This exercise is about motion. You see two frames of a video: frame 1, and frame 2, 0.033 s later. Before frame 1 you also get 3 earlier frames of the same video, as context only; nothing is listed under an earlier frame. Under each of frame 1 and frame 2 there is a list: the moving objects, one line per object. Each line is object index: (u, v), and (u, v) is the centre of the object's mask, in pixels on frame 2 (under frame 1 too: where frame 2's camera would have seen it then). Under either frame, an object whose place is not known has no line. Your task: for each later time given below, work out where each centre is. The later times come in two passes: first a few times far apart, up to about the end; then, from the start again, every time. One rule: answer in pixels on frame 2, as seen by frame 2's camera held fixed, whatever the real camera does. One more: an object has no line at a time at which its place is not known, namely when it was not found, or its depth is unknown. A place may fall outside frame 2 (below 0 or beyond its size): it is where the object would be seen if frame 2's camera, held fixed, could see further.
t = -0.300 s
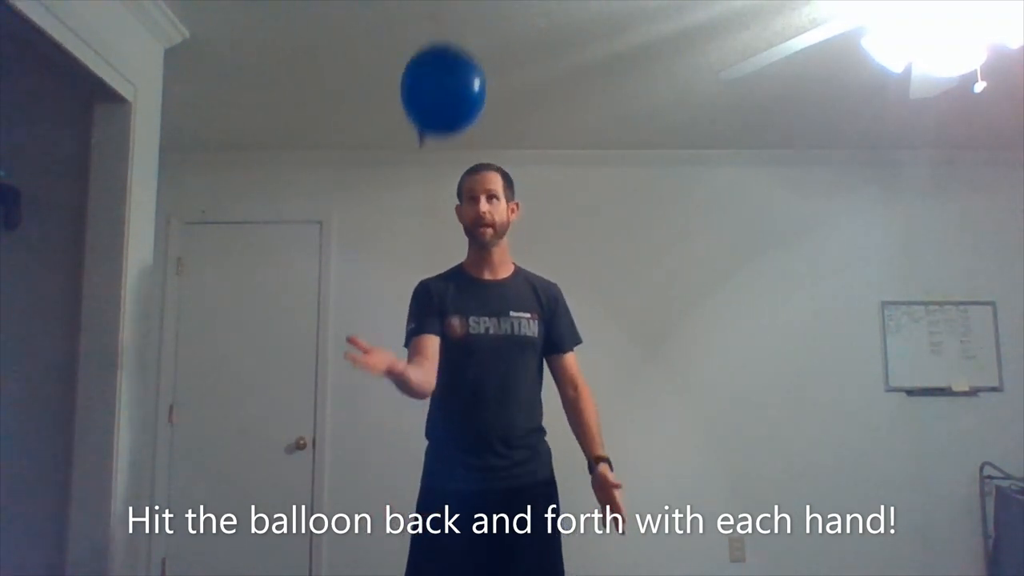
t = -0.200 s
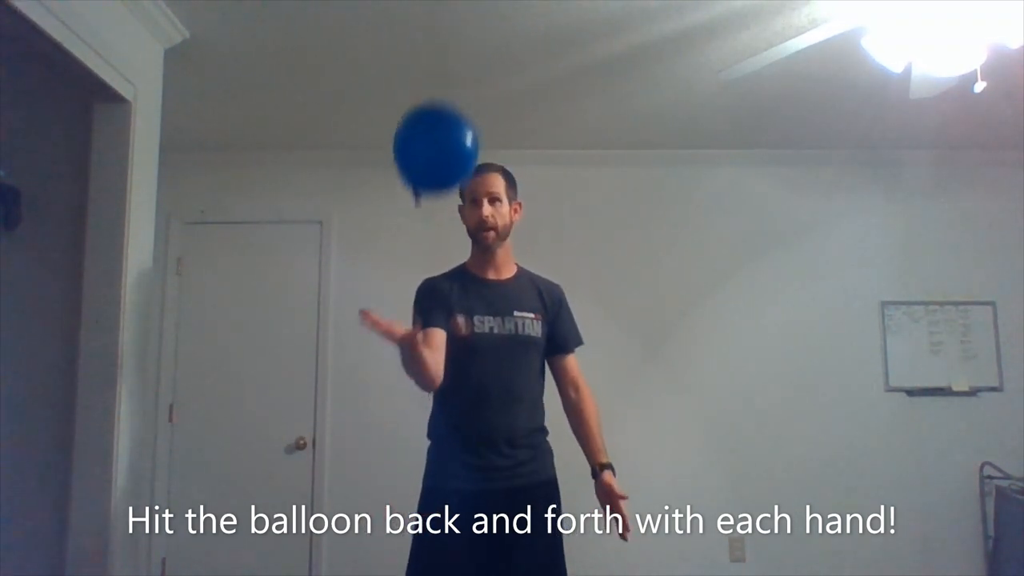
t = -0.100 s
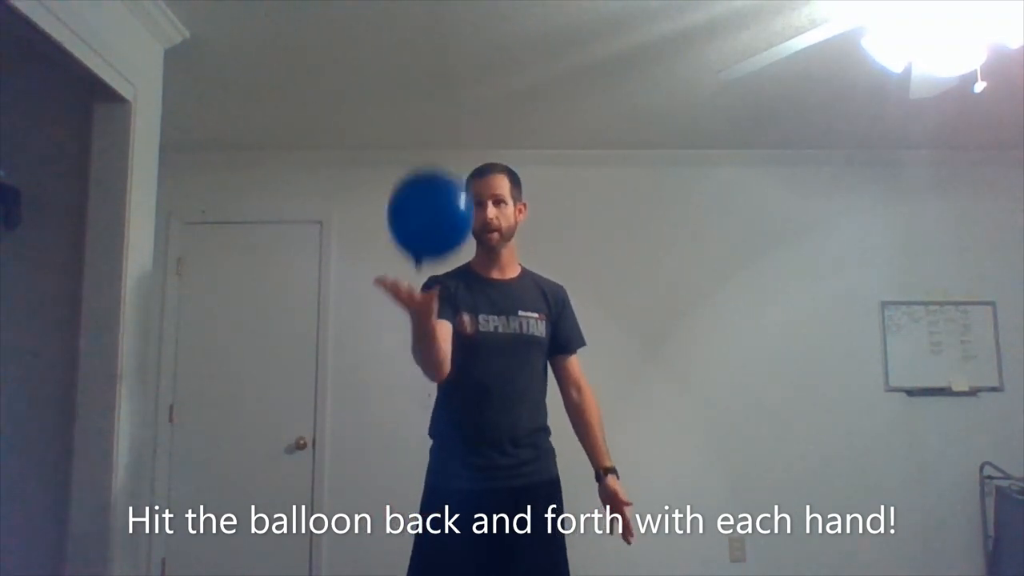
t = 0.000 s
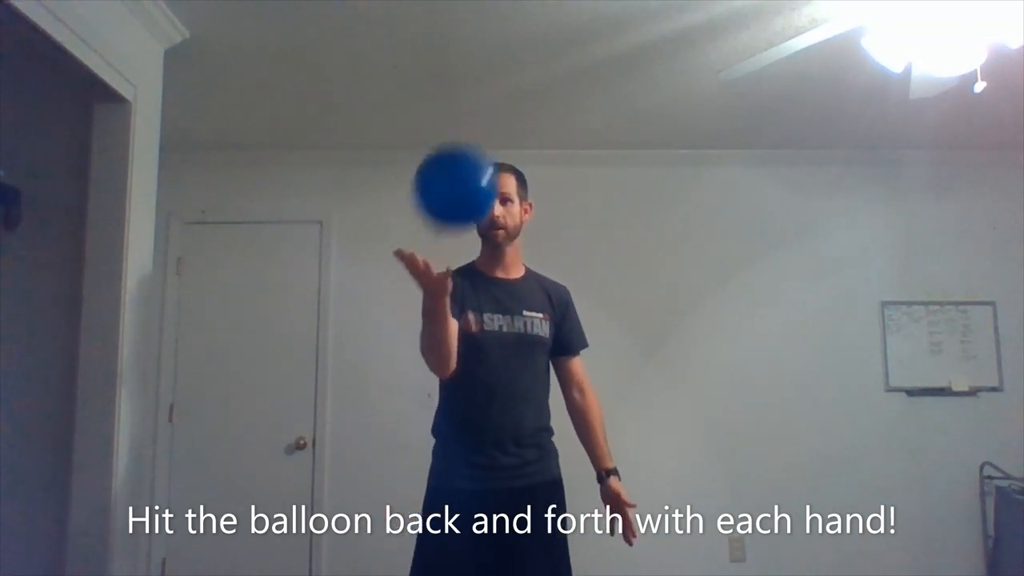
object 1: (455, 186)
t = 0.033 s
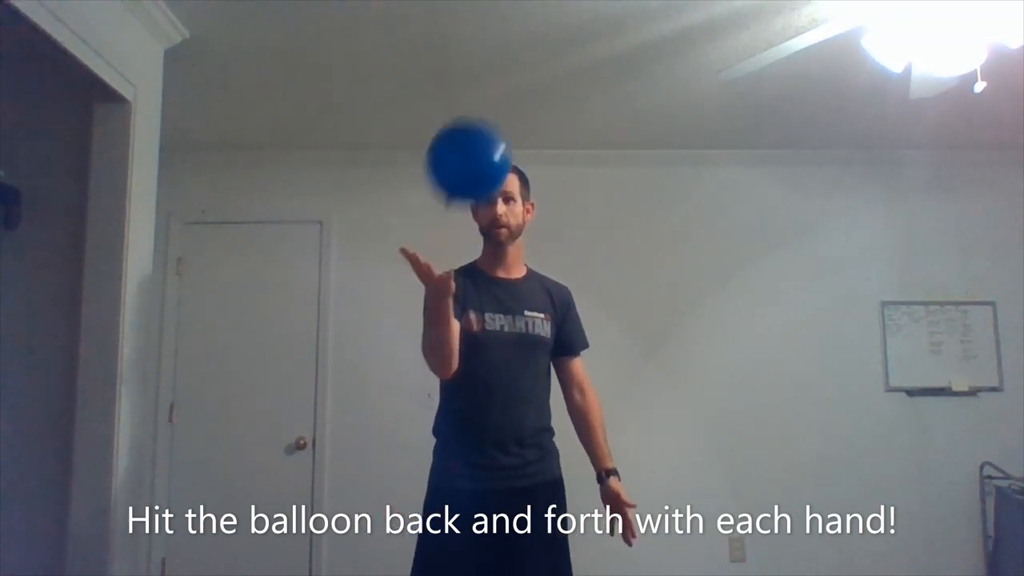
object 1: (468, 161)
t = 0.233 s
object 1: (527, 51)
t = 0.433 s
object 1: (571, 21)
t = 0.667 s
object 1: (612, 28)
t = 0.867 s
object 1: (637, 79)
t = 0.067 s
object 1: (478, 138)
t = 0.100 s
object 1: (489, 117)
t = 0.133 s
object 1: (499, 98)
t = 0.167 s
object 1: (509, 81)
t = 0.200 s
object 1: (518, 65)
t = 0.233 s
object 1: (527, 51)
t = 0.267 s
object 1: (535, 40)
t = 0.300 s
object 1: (543, 33)
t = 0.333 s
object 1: (551, 28)
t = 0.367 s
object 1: (558, 25)
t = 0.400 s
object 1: (565, 23)
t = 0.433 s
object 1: (571, 21)
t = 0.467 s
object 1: (578, 20)
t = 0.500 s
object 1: (584, 20)
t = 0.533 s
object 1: (590, 20)
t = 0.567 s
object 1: (596, 21)
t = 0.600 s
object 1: (601, 23)
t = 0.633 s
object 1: (607, 25)
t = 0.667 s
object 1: (612, 28)
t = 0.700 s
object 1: (617, 32)
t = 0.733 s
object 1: (621, 37)
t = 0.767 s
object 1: (625, 45)
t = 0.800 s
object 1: (629, 55)
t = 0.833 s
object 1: (633, 66)
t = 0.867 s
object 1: (637, 79)
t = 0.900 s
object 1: (640, 92)
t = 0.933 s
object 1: (644, 106)
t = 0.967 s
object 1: (647, 122)
